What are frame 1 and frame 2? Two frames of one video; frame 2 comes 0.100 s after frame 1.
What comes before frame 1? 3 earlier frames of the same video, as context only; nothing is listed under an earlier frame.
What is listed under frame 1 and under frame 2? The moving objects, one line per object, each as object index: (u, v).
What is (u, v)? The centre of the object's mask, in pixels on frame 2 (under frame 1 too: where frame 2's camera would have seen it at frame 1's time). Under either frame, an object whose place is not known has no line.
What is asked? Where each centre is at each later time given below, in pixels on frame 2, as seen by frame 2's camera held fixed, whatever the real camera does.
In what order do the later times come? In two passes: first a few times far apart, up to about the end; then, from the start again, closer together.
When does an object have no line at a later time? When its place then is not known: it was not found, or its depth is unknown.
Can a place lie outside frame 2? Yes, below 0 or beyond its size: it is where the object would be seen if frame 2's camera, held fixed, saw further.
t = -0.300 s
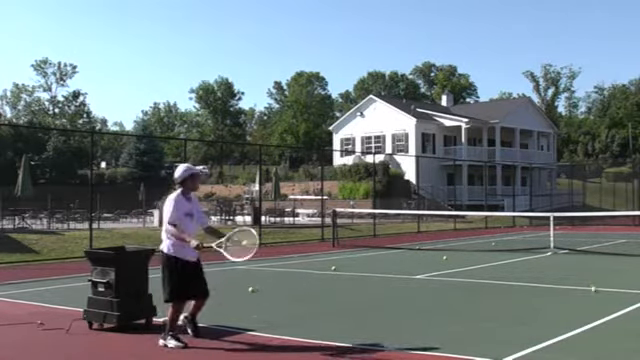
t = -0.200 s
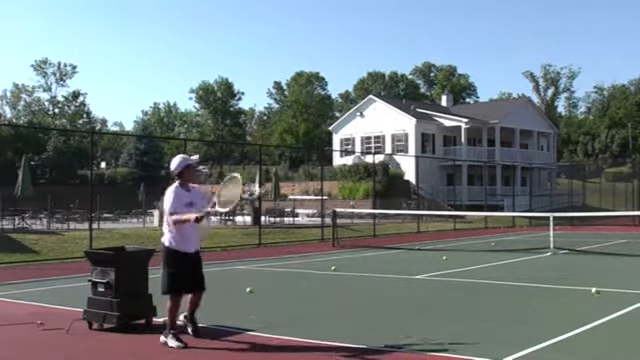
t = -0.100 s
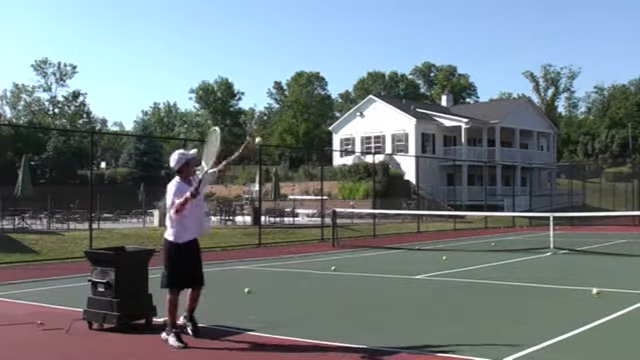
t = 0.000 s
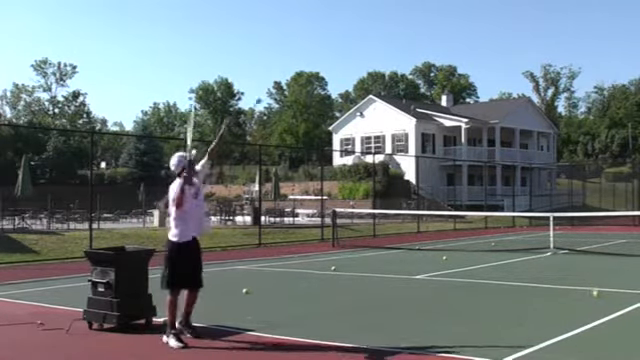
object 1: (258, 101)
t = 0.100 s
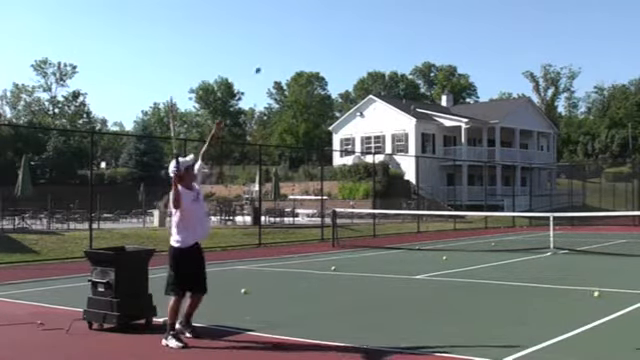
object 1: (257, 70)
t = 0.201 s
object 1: (256, 51)
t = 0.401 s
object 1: (254, 38)
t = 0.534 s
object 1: (252, 54)
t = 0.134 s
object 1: (257, 62)
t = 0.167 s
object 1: (257, 56)
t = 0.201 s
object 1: (256, 51)
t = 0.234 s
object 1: (256, 44)
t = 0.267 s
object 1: (255, 41)
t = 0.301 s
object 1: (254, 39)
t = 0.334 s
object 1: (254, 38)
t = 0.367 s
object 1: (254, 38)
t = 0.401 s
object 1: (254, 38)
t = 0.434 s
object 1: (253, 41)
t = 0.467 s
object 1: (253, 43)
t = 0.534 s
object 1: (252, 54)
